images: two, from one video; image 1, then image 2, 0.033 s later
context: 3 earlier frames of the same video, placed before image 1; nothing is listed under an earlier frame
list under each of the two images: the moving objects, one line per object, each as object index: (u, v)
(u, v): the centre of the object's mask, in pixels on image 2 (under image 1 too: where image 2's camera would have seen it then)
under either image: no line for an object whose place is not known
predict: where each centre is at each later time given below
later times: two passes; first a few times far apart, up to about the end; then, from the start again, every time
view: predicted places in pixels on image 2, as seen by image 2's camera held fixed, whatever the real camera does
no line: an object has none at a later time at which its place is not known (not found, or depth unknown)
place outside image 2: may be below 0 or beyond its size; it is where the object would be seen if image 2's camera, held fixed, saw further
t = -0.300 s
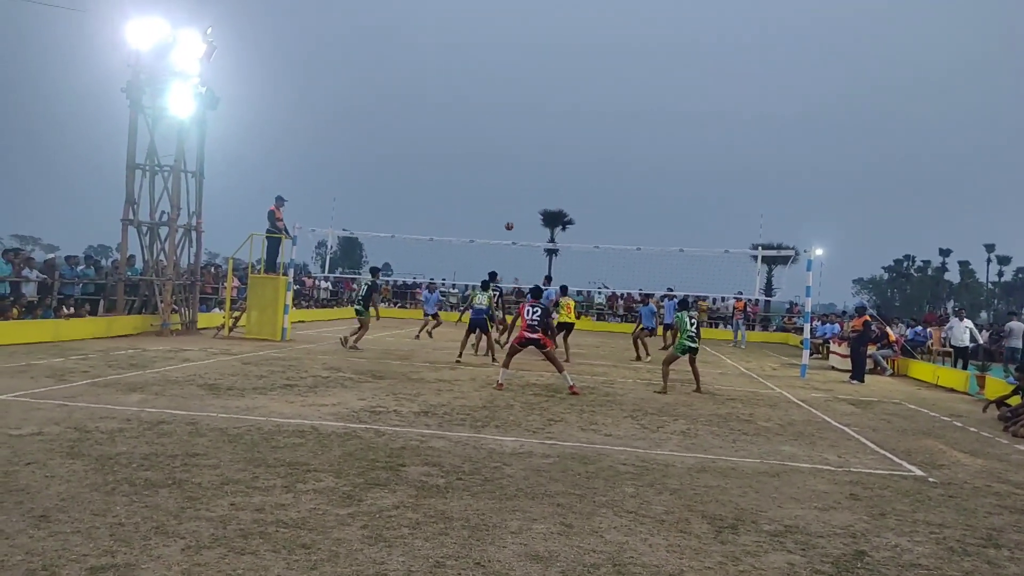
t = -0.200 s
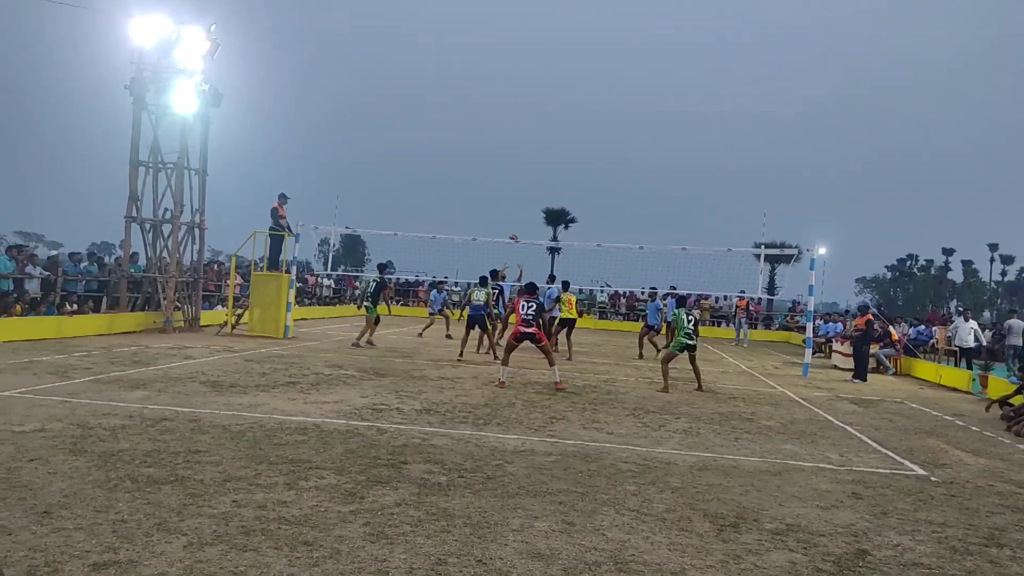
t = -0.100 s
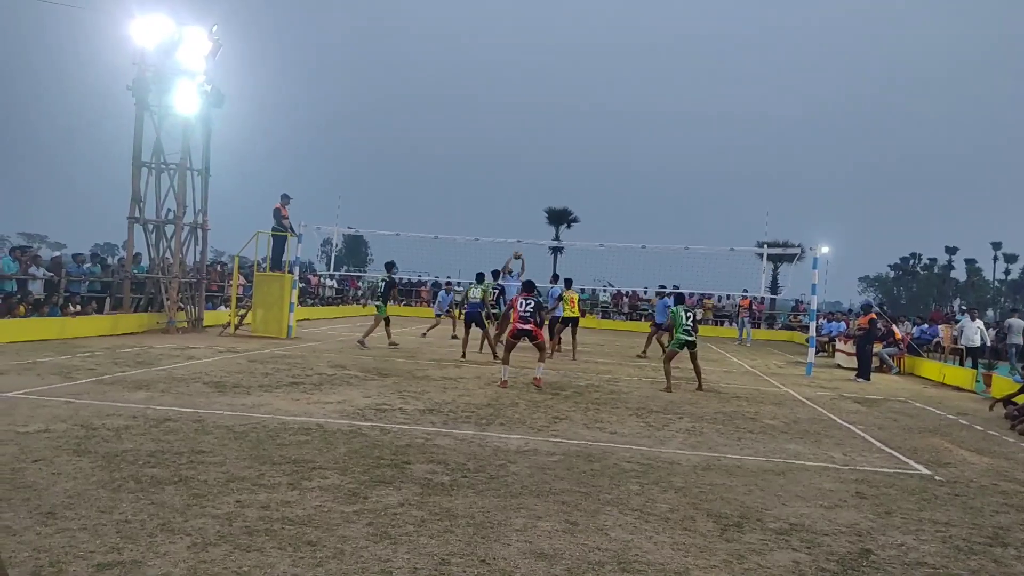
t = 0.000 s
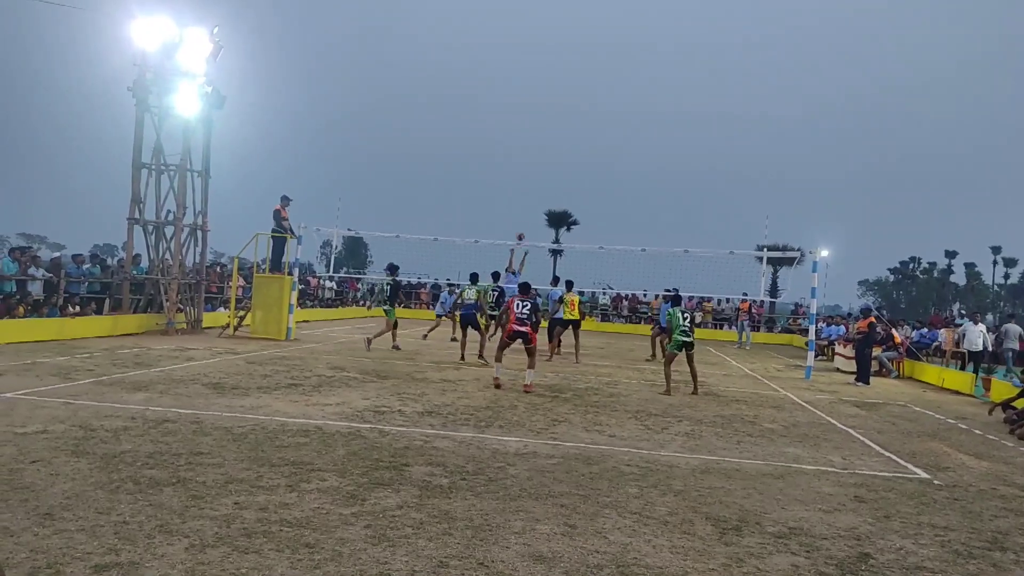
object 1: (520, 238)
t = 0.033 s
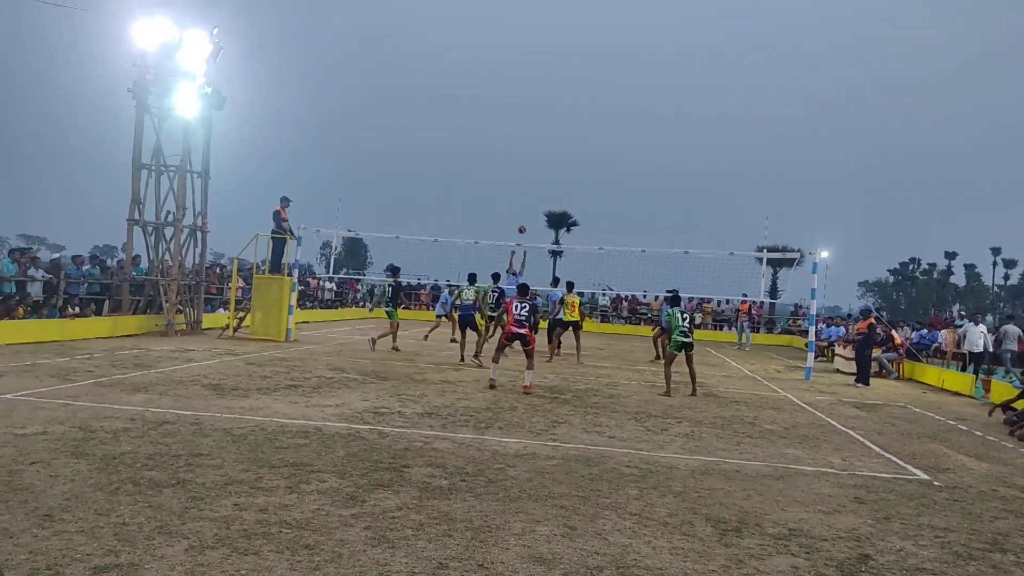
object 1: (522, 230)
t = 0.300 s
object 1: (535, 183)
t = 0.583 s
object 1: (547, 165)
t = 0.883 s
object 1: (557, 183)
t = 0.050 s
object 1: (522, 226)
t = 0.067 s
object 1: (523, 222)
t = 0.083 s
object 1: (524, 219)
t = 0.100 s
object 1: (525, 215)
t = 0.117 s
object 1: (526, 212)
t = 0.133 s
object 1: (527, 209)
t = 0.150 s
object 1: (527, 206)
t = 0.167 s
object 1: (528, 203)
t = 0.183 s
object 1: (529, 200)
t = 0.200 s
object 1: (530, 197)
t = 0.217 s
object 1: (531, 194)
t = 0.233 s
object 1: (532, 192)
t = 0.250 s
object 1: (532, 189)
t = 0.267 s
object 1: (533, 187)
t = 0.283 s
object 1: (535, 185)
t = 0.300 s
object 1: (535, 183)
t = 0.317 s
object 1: (536, 181)
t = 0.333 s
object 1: (537, 179)
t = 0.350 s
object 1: (538, 177)
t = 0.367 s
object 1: (539, 176)
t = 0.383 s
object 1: (539, 174)
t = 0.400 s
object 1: (540, 172)
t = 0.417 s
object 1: (540, 171)
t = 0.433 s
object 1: (541, 170)
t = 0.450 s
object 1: (542, 169)
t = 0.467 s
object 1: (542, 168)
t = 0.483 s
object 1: (543, 167)
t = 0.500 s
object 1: (544, 166)
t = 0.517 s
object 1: (544, 166)
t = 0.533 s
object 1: (545, 165)
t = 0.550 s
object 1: (546, 165)
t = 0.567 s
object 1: (546, 165)
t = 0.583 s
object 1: (547, 165)
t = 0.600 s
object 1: (548, 165)
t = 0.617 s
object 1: (548, 165)
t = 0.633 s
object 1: (549, 165)
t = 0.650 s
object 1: (550, 166)
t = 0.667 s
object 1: (550, 166)
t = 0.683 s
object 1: (551, 167)
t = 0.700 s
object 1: (552, 168)
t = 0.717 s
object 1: (552, 168)
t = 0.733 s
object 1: (553, 169)
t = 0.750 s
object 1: (554, 171)
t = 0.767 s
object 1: (554, 172)
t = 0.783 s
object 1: (555, 173)
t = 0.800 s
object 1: (555, 174)
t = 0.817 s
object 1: (556, 176)
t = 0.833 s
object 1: (556, 177)
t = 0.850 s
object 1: (557, 179)
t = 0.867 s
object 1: (557, 181)
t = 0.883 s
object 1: (557, 183)
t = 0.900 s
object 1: (558, 185)
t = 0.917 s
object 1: (558, 187)
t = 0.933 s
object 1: (558, 190)
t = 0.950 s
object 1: (559, 192)
